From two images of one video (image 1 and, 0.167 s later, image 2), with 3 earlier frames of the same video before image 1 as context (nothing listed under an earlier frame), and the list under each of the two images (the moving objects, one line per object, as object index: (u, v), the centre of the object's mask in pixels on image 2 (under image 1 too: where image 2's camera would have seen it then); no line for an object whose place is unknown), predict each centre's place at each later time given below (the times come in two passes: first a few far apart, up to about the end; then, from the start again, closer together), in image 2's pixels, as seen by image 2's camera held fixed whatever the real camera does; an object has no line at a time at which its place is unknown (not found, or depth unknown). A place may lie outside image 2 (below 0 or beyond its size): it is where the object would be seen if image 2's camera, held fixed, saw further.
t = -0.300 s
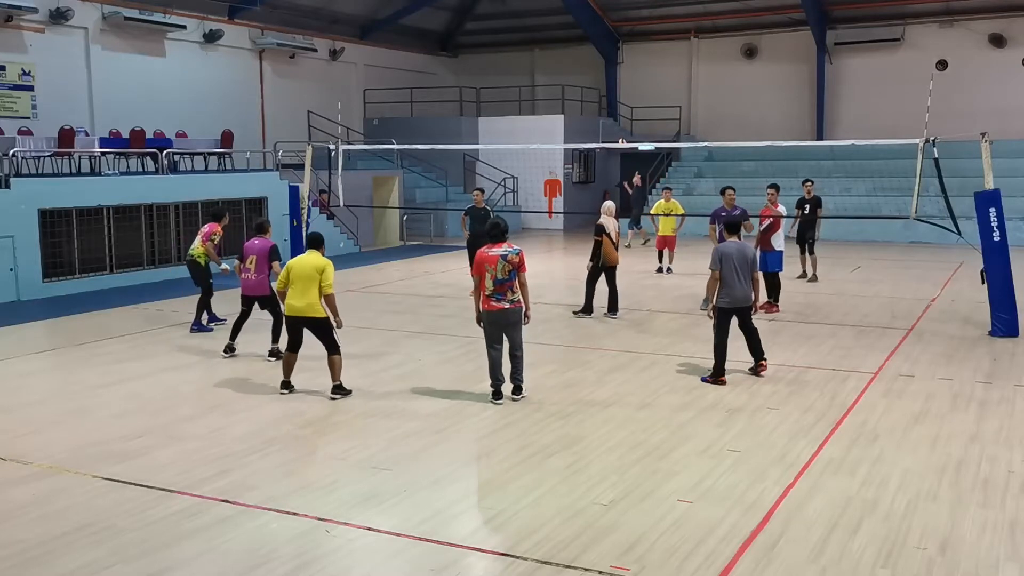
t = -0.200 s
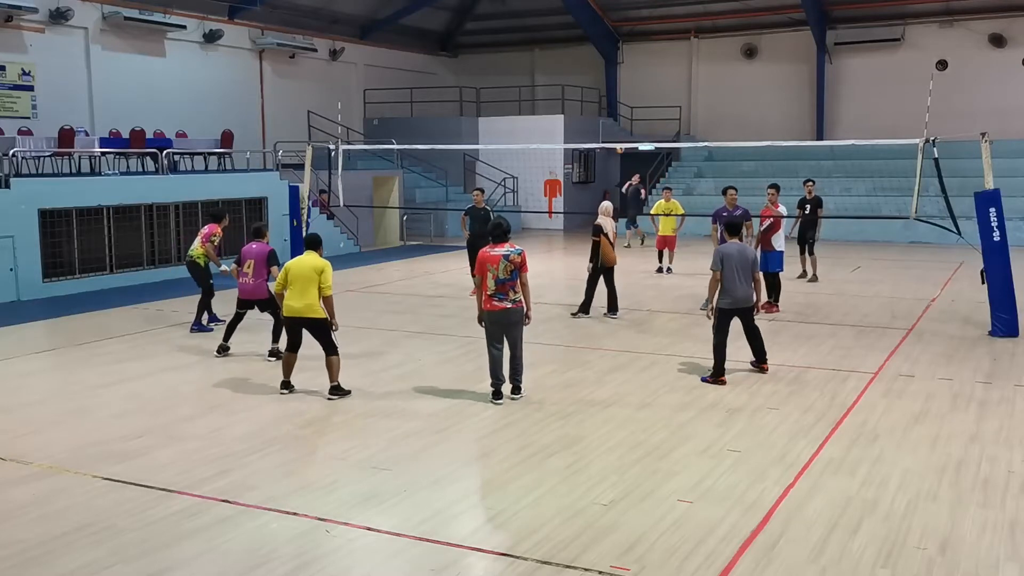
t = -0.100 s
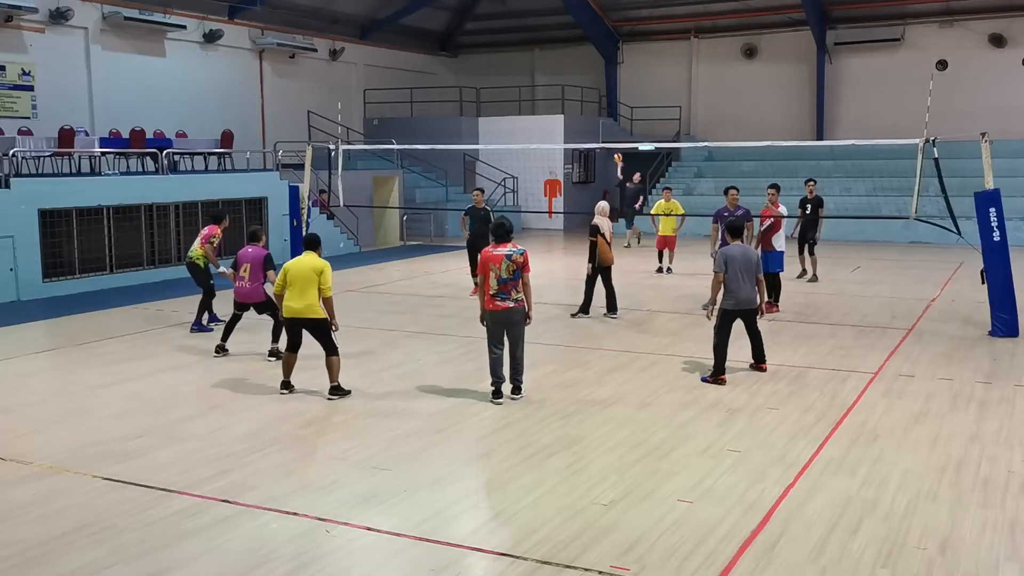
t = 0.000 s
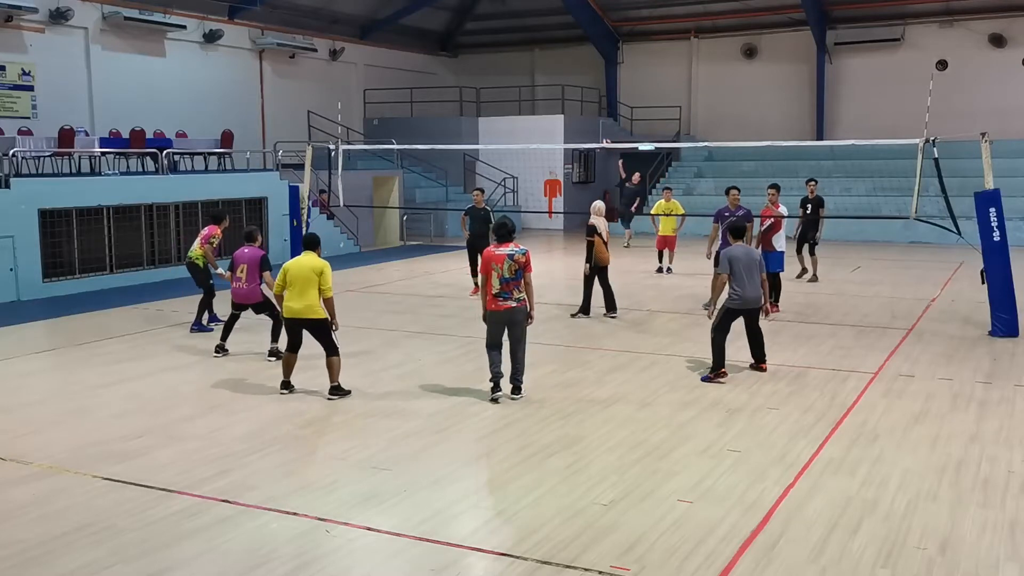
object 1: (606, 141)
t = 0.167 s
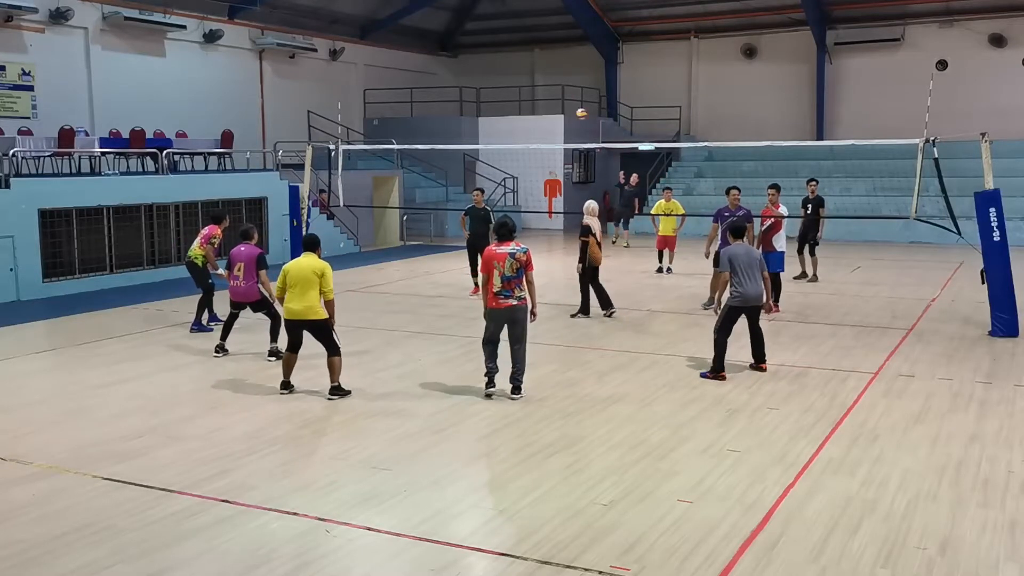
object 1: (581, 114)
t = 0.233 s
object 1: (571, 104)
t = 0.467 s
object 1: (528, 82)
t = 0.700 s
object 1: (475, 90)
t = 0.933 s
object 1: (409, 138)
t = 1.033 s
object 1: (377, 178)
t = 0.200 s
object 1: (576, 108)
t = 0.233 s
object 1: (571, 104)
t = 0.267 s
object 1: (565, 99)
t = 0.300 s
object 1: (559, 95)
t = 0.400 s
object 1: (541, 86)
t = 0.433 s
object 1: (535, 84)
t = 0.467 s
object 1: (528, 82)
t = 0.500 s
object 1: (522, 81)
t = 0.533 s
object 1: (515, 80)
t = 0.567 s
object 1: (507, 81)
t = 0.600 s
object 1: (500, 82)
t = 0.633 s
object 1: (492, 84)
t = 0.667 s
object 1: (483, 86)
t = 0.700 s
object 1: (475, 90)
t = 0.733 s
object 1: (466, 94)
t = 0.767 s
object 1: (458, 99)
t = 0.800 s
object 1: (448, 105)
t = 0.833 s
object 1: (439, 112)
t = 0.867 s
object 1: (429, 120)
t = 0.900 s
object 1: (418, 129)
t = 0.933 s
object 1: (409, 138)
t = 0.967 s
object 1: (399, 151)
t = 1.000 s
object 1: (389, 163)
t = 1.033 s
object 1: (377, 178)
